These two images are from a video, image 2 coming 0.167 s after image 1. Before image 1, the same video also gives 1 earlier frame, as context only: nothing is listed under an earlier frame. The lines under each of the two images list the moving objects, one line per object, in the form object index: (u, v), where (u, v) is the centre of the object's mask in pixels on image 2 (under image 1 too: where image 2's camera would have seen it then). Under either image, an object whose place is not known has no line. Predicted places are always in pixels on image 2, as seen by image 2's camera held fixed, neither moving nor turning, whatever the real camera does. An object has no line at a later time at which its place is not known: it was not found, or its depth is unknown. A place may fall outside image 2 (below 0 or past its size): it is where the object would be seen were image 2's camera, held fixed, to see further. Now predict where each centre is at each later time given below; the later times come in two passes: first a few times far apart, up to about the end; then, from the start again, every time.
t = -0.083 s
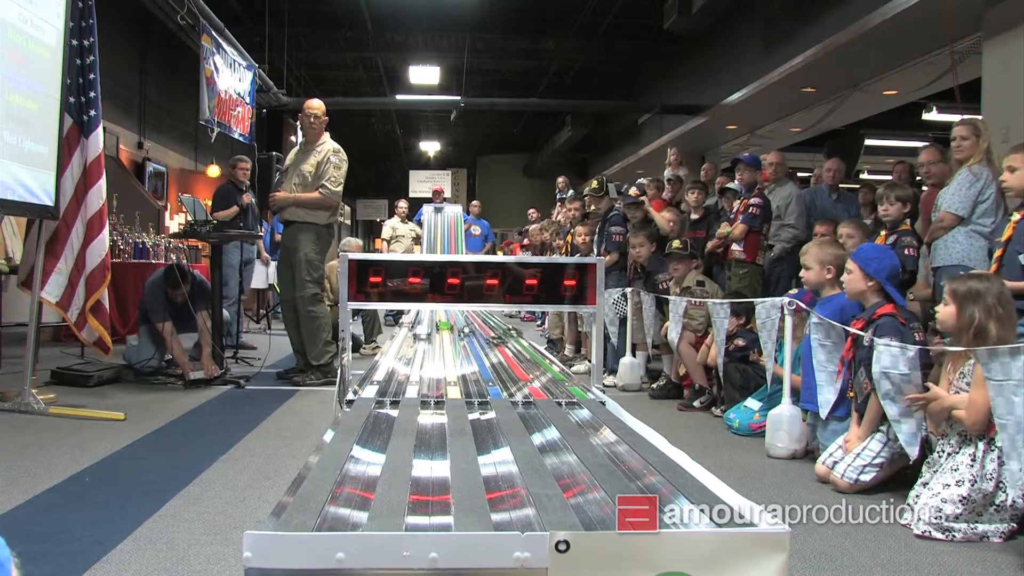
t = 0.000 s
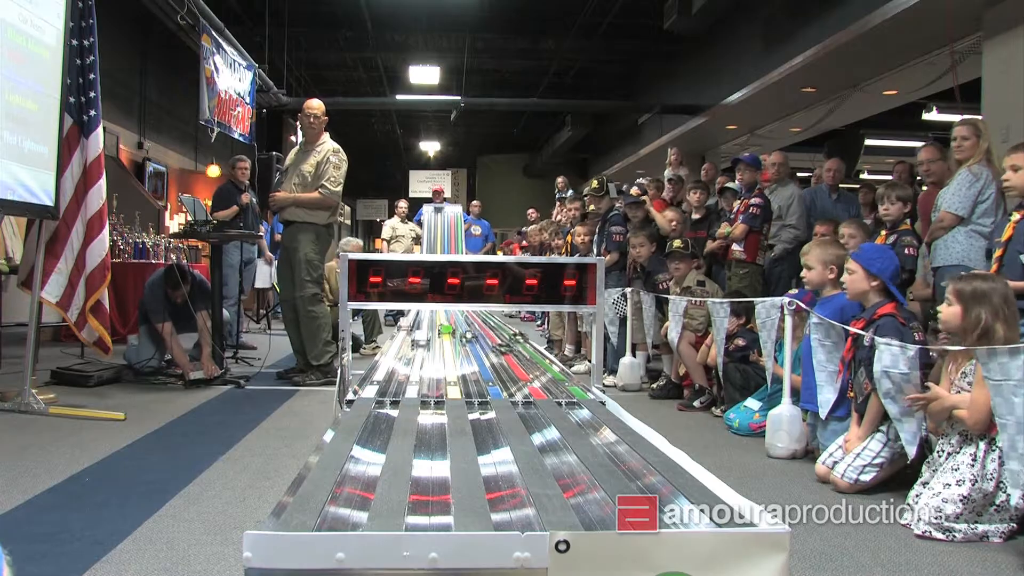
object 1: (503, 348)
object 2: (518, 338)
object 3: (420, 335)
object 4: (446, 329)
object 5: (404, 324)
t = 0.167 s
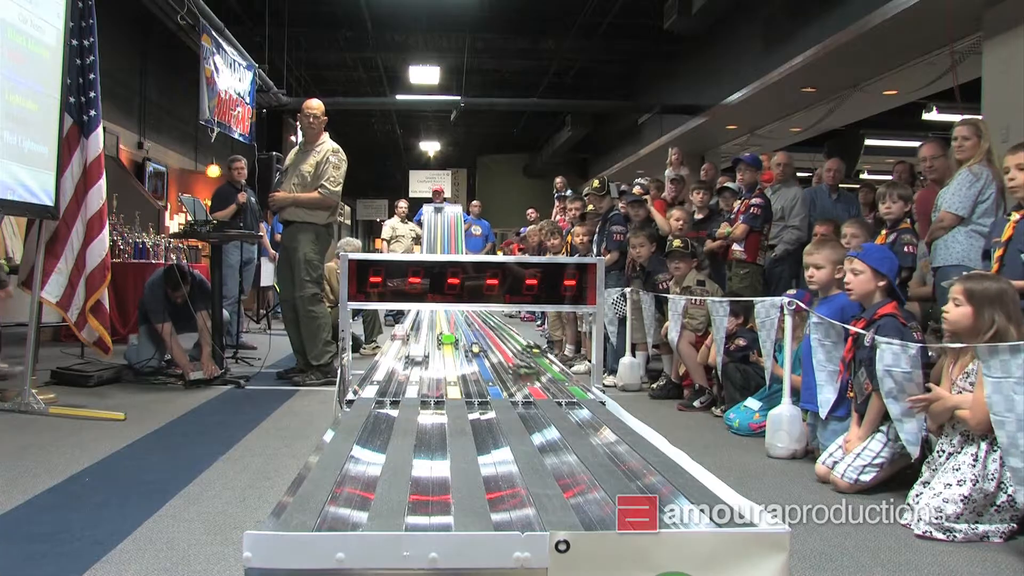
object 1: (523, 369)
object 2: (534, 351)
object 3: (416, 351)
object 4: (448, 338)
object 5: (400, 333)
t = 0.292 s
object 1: (546, 394)
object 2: (550, 363)
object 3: (412, 368)
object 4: (450, 348)
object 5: (396, 341)
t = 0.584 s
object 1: (607, 467)
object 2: (611, 414)
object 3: (400, 436)
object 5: (380, 365)
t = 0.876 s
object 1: (608, 468)
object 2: (640, 440)
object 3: (396, 453)
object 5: (352, 411)
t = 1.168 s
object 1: (608, 468)
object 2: (641, 440)
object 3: (396, 453)
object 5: (348, 418)
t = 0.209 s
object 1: (529, 377)
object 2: (540, 354)
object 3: (415, 357)
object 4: (448, 341)
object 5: (399, 335)
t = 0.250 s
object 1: (537, 386)
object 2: (544, 358)
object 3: (413, 362)
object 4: (449, 344)
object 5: (397, 337)
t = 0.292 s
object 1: (546, 394)
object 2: (550, 363)
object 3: (412, 368)
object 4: (450, 348)
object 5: (396, 341)
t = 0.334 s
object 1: (558, 410)
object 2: (557, 371)
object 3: (410, 376)
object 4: (450, 350)
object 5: (395, 343)
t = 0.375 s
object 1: (567, 420)
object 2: (564, 375)
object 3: (408, 384)
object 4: (450, 354)
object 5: (393, 346)
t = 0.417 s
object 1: (578, 433)
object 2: (573, 381)
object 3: (406, 395)
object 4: (451, 358)
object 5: (391, 349)
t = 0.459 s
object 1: (586, 443)
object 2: (580, 387)
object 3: (406, 405)
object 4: (452, 362)
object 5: (388, 352)
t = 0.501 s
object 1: (596, 456)
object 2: (587, 394)
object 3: (403, 417)
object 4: (452, 368)
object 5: (387, 356)
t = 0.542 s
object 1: (605, 463)
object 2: (601, 407)
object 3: (402, 427)
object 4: (454, 374)
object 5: (384, 361)
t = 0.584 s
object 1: (607, 467)
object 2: (611, 414)
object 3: (400, 436)
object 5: (380, 365)
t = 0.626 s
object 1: (608, 468)
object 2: (622, 425)
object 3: (398, 444)
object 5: (377, 369)
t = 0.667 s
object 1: (608, 468)
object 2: (630, 431)
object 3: (397, 450)
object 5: (373, 374)
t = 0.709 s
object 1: (608, 468)
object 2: (636, 436)
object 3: (396, 453)
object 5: (370, 379)
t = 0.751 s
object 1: (608, 468)
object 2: (640, 440)
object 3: (396, 453)
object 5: (367, 388)
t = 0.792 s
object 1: (608, 468)
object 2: (641, 440)
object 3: (396, 453)
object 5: (361, 395)
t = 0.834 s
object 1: (608, 468)
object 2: (640, 440)
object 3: (396, 453)
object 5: (358, 404)
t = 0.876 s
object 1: (608, 468)
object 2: (640, 440)
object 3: (396, 453)
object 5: (352, 411)
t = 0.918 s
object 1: (608, 468)
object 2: (641, 440)
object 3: (396, 453)
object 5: (350, 415)
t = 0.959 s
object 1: (608, 468)
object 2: (641, 440)
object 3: (396, 453)
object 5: (348, 418)
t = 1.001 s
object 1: (608, 468)
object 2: (641, 440)
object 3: (396, 453)
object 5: (348, 418)
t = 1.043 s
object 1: (608, 468)
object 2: (640, 440)
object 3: (396, 453)
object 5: (348, 418)
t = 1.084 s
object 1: (608, 468)
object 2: (641, 440)
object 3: (396, 453)
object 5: (348, 418)
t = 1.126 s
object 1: (608, 468)
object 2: (640, 440)
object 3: (396, 453)
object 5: (348, 418)
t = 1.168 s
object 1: (608, 468)
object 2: (641, 440)
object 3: (396, 453)
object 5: (348, 418)
